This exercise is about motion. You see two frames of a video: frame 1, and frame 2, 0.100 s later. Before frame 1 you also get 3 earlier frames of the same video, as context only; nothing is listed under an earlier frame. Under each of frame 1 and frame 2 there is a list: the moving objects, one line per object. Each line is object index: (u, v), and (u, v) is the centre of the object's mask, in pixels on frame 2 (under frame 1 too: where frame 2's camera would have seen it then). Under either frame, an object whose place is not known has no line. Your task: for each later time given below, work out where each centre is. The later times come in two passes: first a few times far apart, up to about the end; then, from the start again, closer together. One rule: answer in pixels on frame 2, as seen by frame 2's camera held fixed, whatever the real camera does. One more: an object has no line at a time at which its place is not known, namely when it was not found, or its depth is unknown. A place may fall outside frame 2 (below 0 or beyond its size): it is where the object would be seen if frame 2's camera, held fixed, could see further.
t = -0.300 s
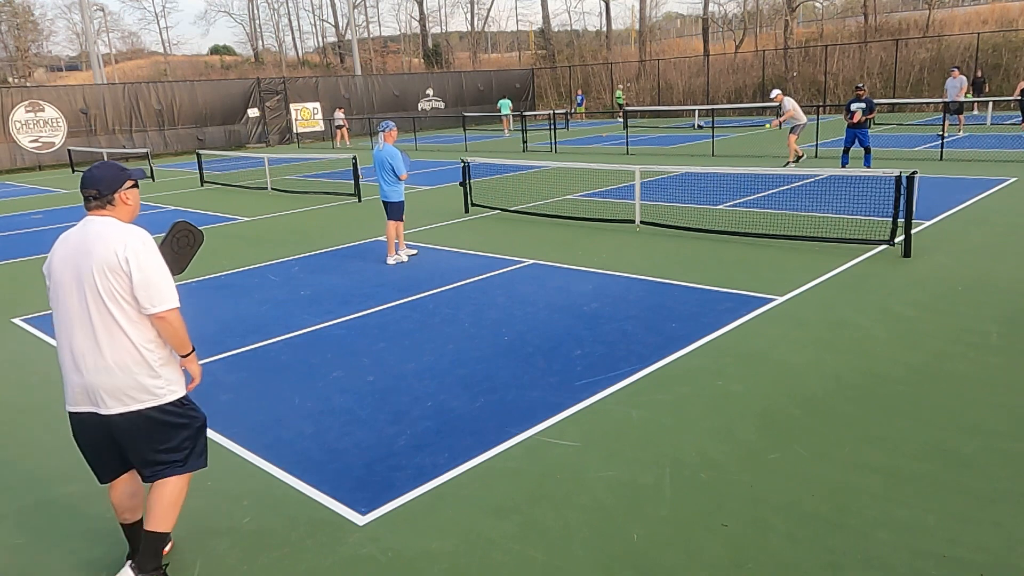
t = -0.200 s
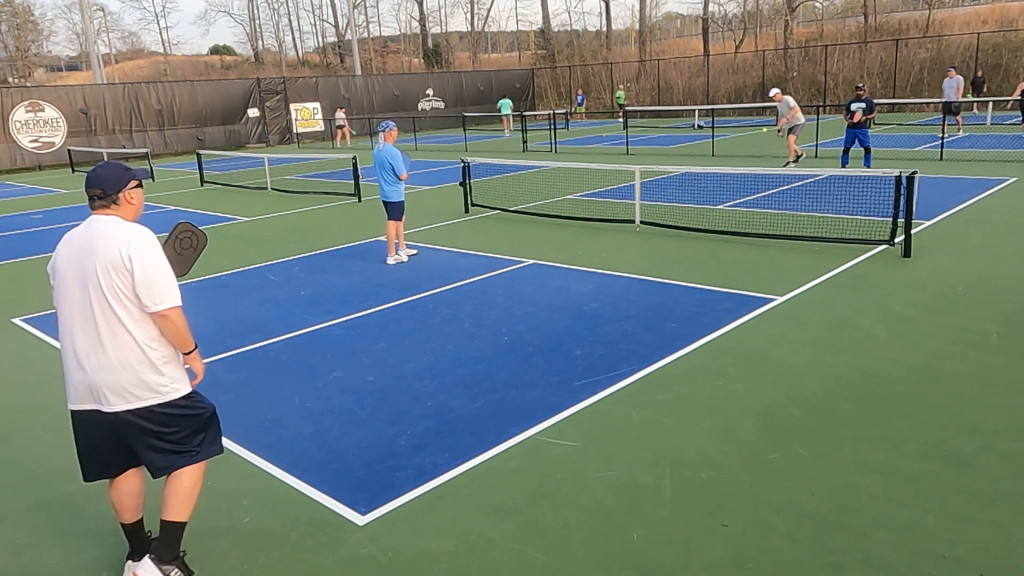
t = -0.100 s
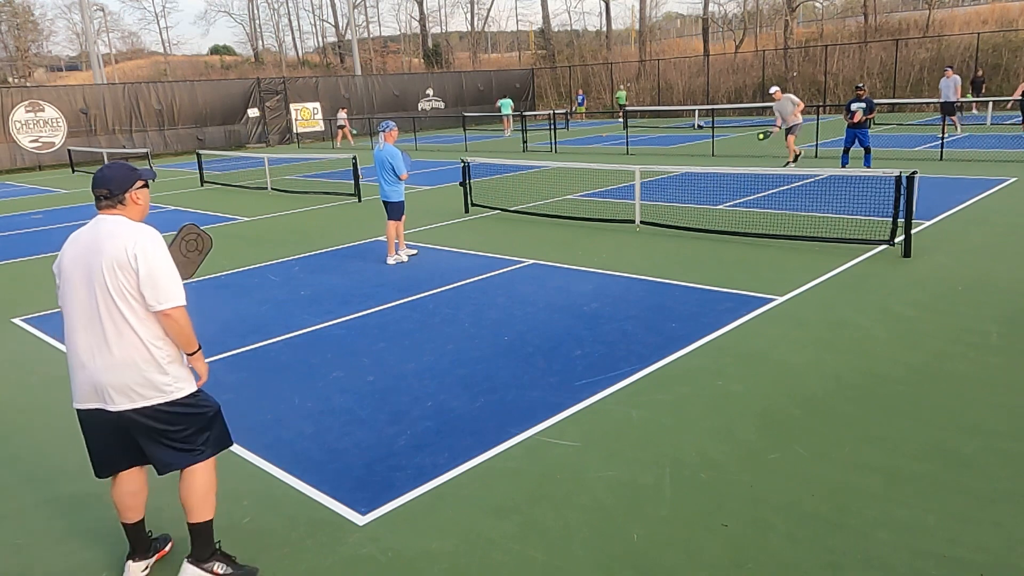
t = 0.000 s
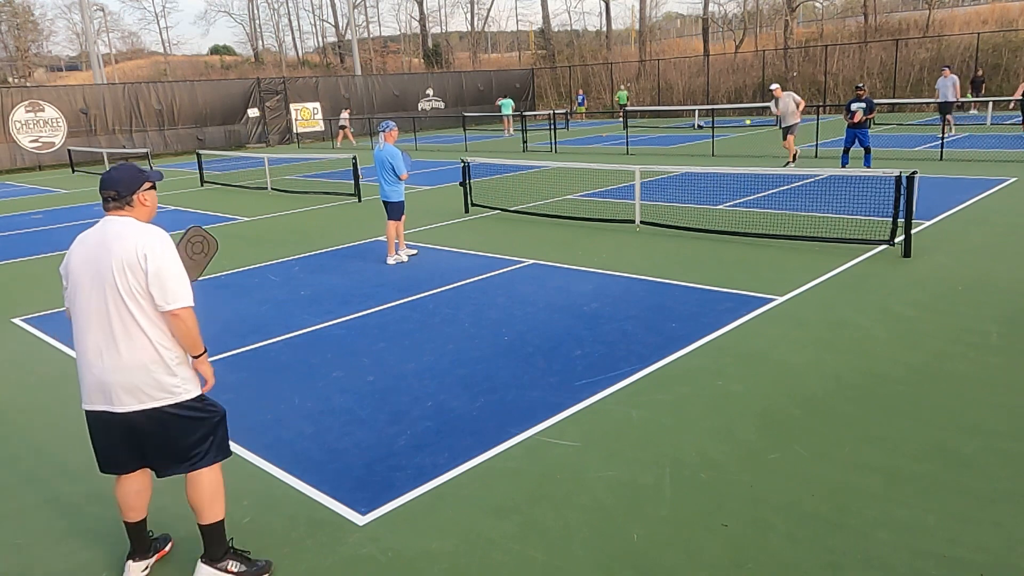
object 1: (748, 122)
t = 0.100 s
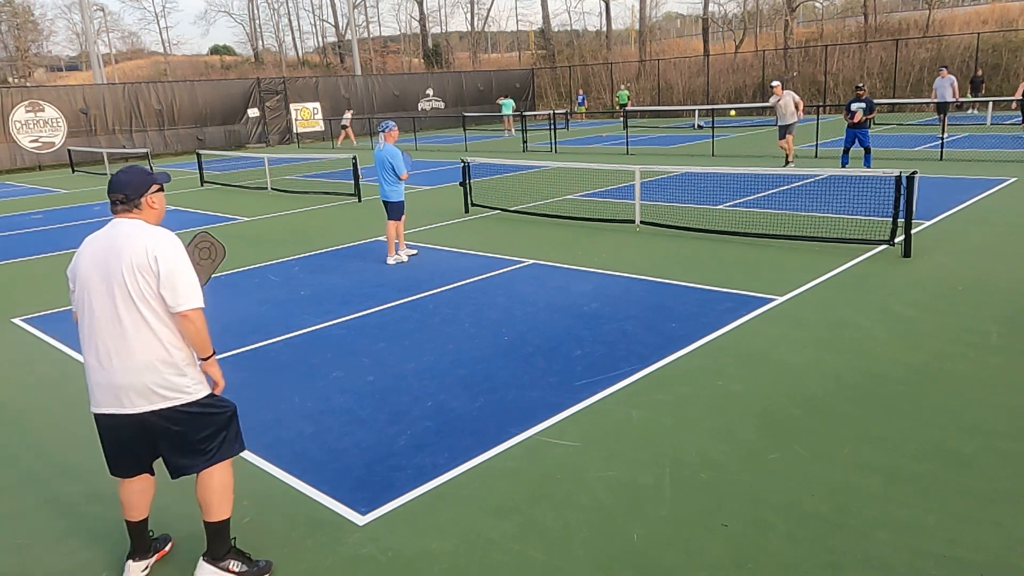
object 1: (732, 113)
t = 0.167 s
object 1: (721, 111)
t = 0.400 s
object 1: (669, 132)
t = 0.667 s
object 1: (574, 259)
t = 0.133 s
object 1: (727, 111)
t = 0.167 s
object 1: (721, 111)
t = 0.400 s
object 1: (669, 132)
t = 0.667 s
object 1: (574, 259)
